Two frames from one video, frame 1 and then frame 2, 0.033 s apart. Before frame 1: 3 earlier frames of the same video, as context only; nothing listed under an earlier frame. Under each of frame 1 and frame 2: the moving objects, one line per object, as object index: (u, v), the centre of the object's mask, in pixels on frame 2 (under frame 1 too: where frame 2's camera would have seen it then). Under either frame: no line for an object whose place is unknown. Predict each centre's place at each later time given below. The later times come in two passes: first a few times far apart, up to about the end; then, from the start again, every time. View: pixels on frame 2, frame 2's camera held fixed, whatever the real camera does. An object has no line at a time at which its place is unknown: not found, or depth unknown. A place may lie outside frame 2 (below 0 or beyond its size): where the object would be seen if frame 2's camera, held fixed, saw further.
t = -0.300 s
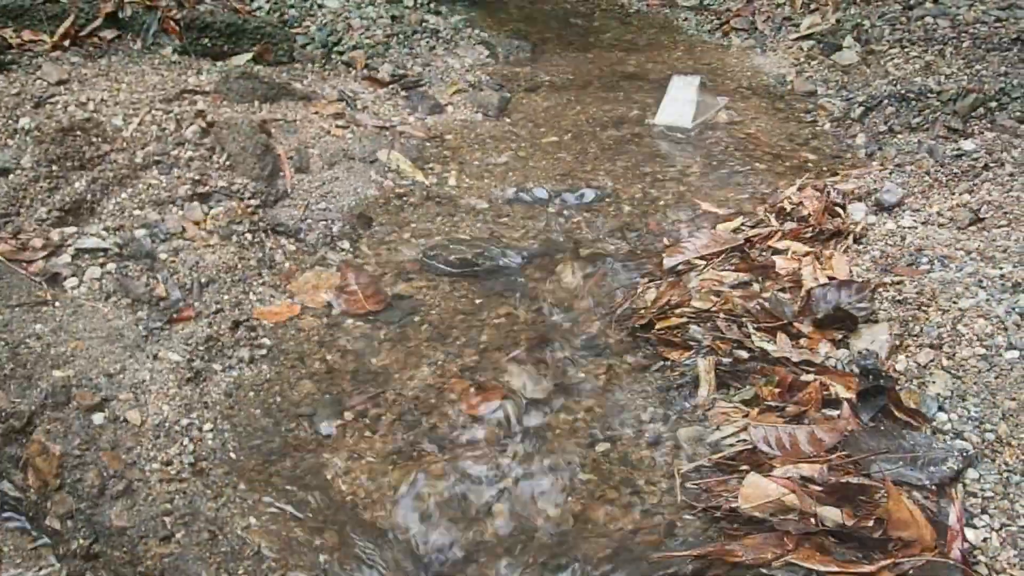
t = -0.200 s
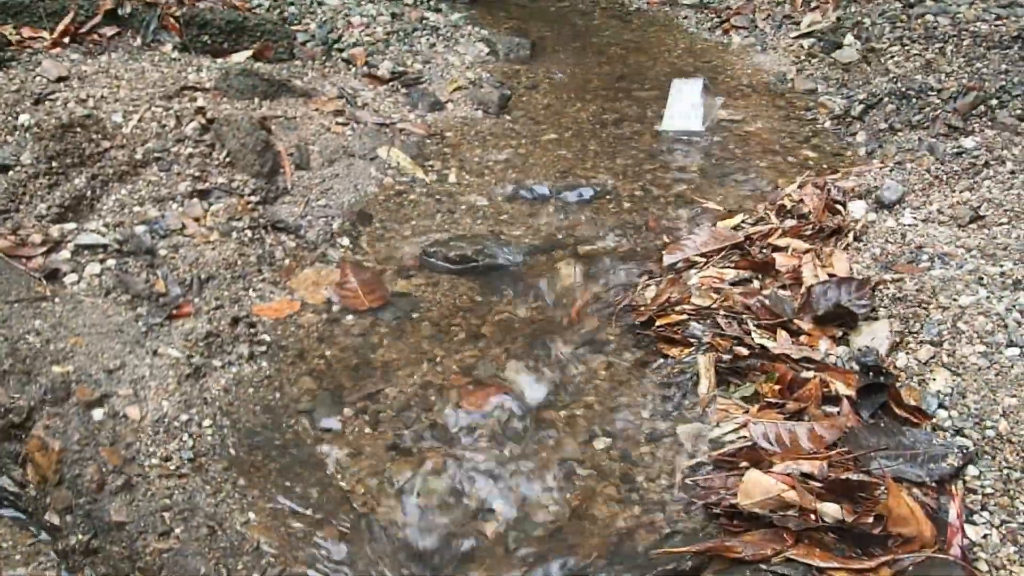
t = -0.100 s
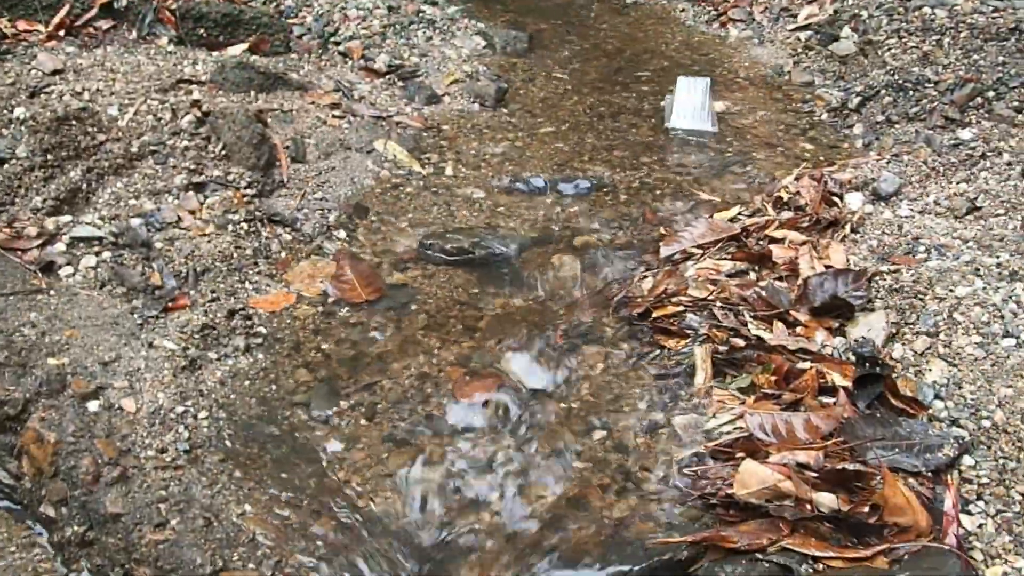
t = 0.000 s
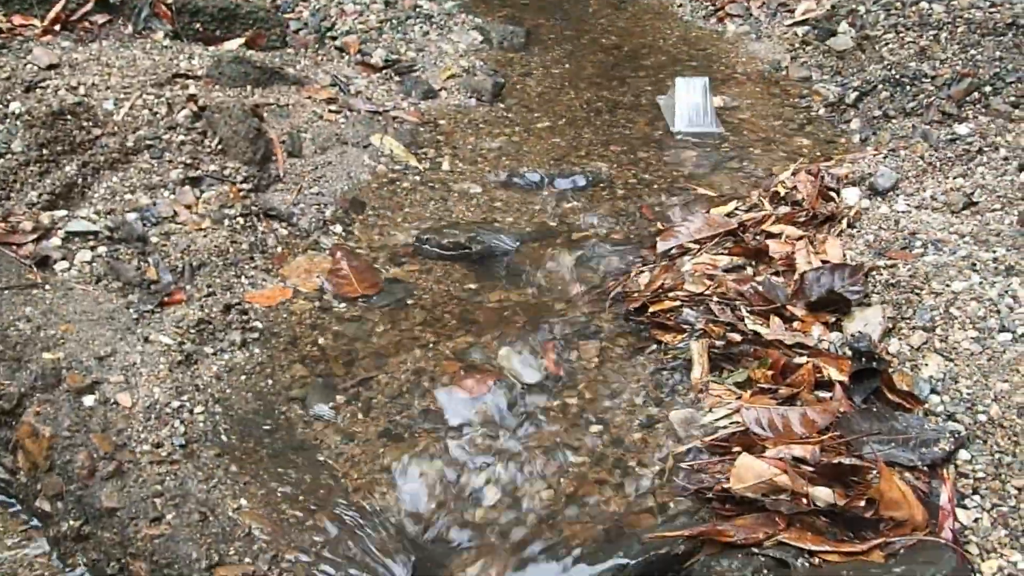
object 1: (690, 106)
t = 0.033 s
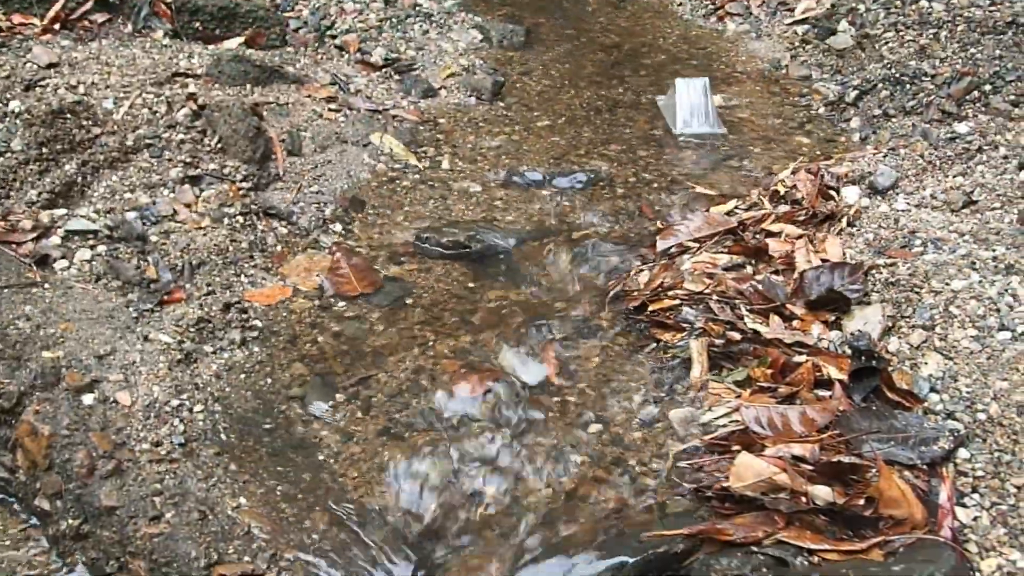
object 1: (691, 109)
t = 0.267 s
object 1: (693, 124)
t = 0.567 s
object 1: (688, 151)
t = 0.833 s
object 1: (664, 180)
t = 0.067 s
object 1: (691, 110)
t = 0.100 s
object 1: (692, 113)
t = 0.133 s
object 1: (692, 115)
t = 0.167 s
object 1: (693, 117)
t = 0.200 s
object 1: (693, 119)
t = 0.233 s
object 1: (693, 121)
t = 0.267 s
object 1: (693, 124)
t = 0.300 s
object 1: (693, 129)
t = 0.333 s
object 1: (693, 132)
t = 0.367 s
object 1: (692, 135)
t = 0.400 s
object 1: (691, 137)
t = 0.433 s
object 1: (692, 140)
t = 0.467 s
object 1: (690, 143)
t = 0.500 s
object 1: (690, 145)
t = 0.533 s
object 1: (689, 148)
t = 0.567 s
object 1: (688, 151)
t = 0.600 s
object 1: (686, 155)
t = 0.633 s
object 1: (684, 158)
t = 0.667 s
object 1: (683, 161)
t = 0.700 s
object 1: (680, 164)
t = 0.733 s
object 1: (679, 171)
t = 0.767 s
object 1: (675, 174)
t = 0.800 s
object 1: (669, 177)
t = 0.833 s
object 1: (664, 180)
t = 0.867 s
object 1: (658, 183)
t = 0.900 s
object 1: (651, 187)
